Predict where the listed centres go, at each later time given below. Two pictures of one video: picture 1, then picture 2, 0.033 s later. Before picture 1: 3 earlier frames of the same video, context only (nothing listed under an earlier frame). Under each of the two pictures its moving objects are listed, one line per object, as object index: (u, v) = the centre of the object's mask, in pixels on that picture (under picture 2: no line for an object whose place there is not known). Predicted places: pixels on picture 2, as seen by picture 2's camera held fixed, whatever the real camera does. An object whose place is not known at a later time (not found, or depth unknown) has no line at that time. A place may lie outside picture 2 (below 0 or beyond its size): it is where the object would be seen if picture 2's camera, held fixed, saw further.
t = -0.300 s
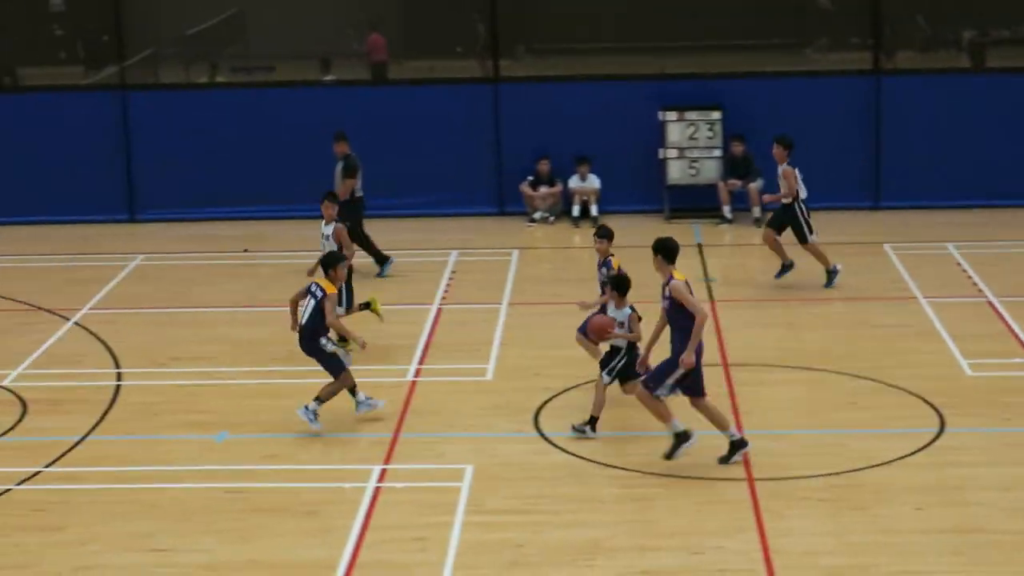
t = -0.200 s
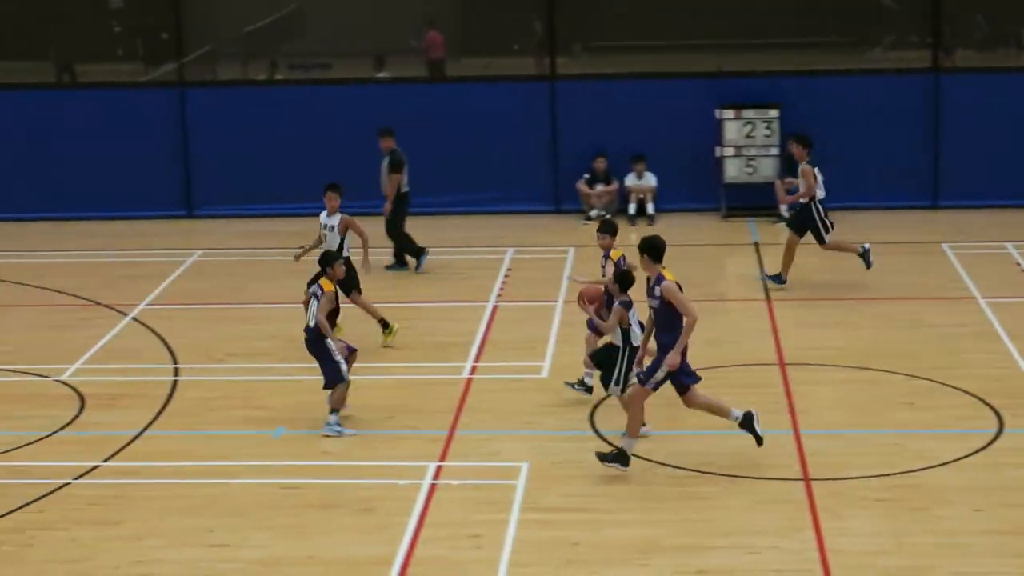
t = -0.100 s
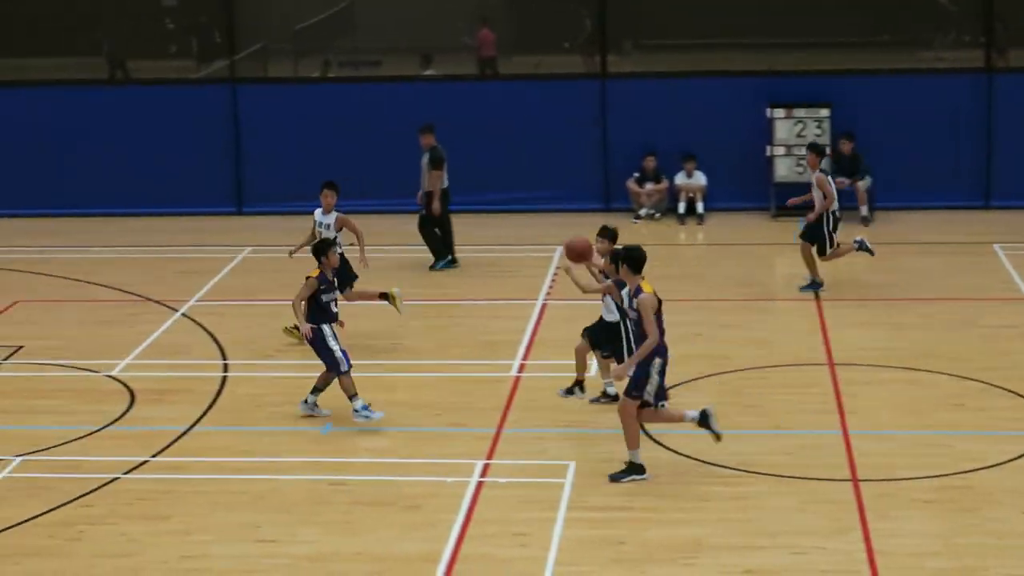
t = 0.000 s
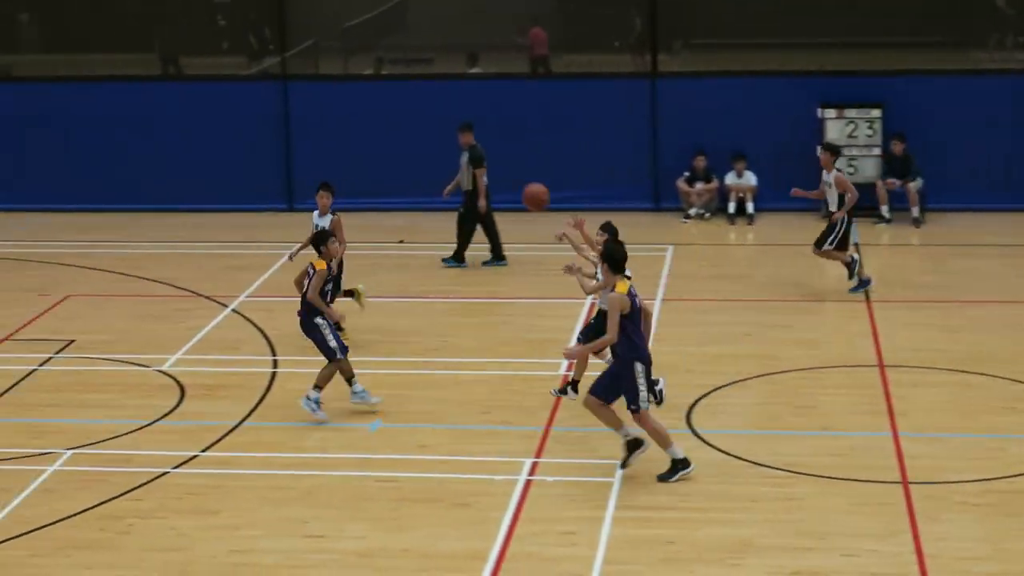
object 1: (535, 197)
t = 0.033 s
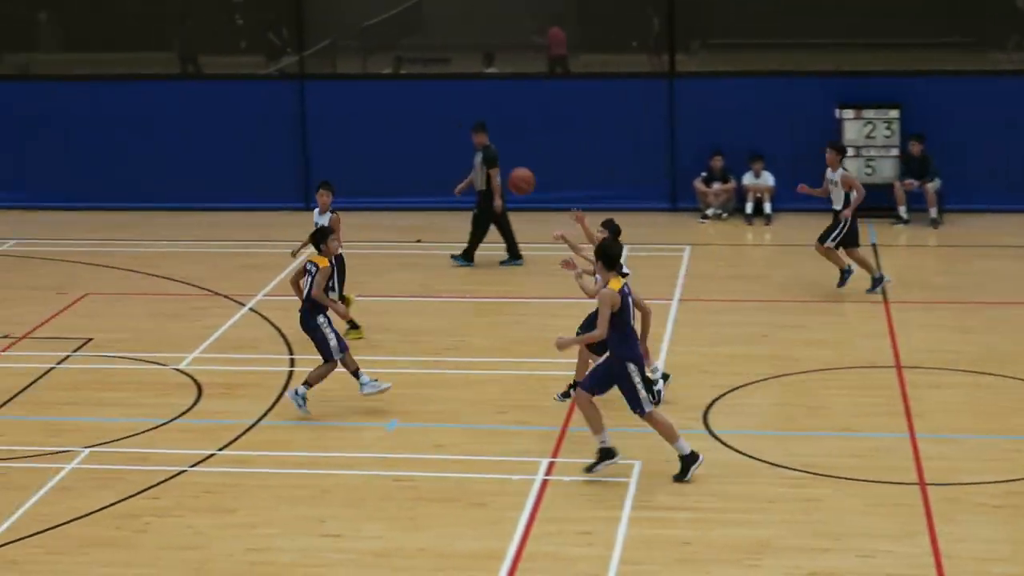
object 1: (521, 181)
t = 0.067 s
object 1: (492, 166)
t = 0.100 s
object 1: (463, 154)
